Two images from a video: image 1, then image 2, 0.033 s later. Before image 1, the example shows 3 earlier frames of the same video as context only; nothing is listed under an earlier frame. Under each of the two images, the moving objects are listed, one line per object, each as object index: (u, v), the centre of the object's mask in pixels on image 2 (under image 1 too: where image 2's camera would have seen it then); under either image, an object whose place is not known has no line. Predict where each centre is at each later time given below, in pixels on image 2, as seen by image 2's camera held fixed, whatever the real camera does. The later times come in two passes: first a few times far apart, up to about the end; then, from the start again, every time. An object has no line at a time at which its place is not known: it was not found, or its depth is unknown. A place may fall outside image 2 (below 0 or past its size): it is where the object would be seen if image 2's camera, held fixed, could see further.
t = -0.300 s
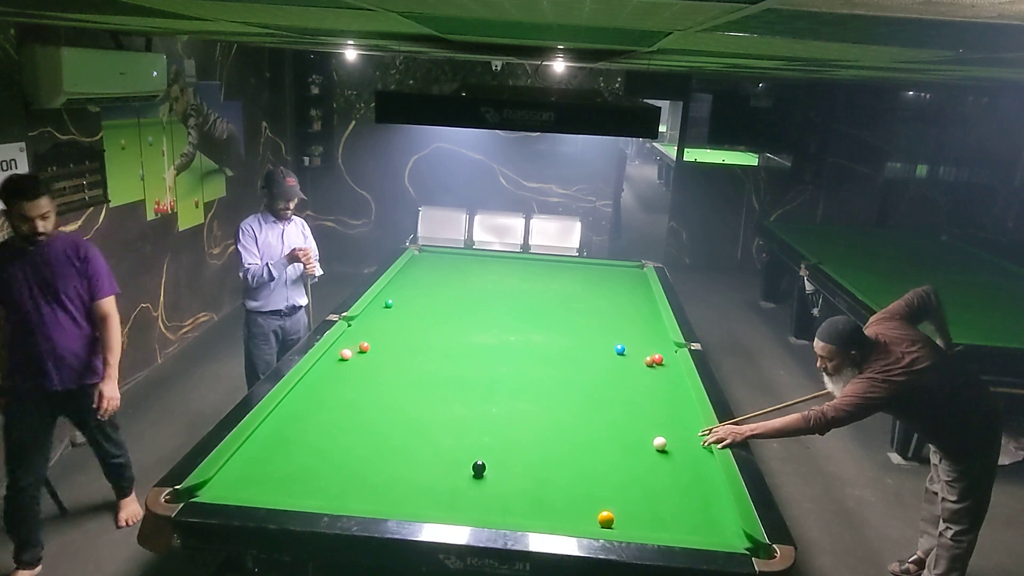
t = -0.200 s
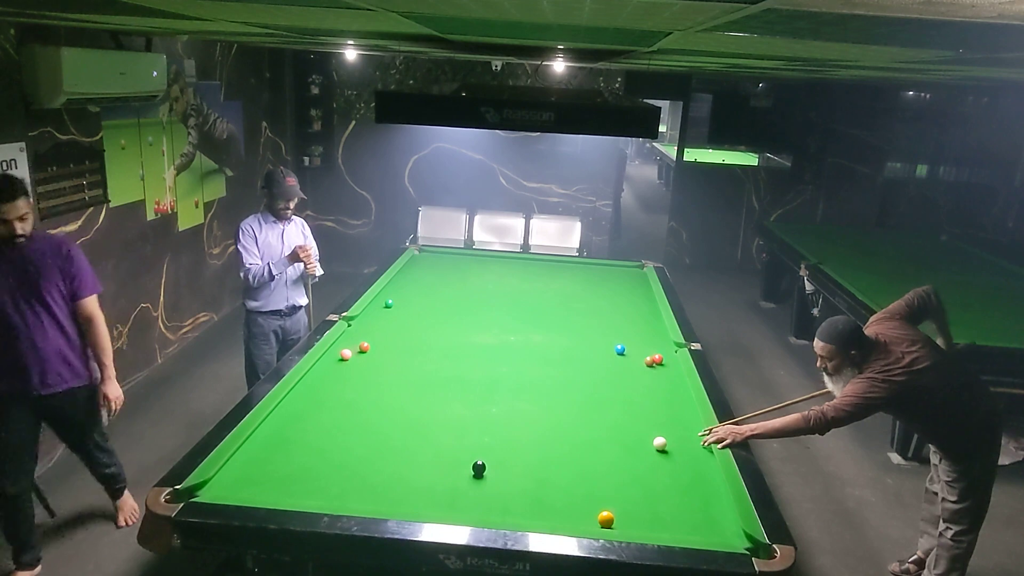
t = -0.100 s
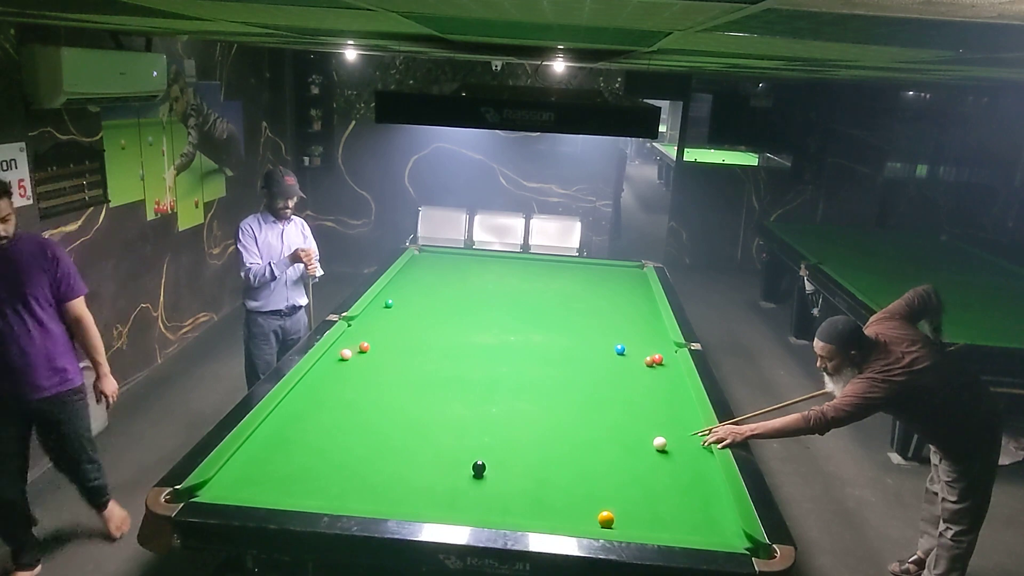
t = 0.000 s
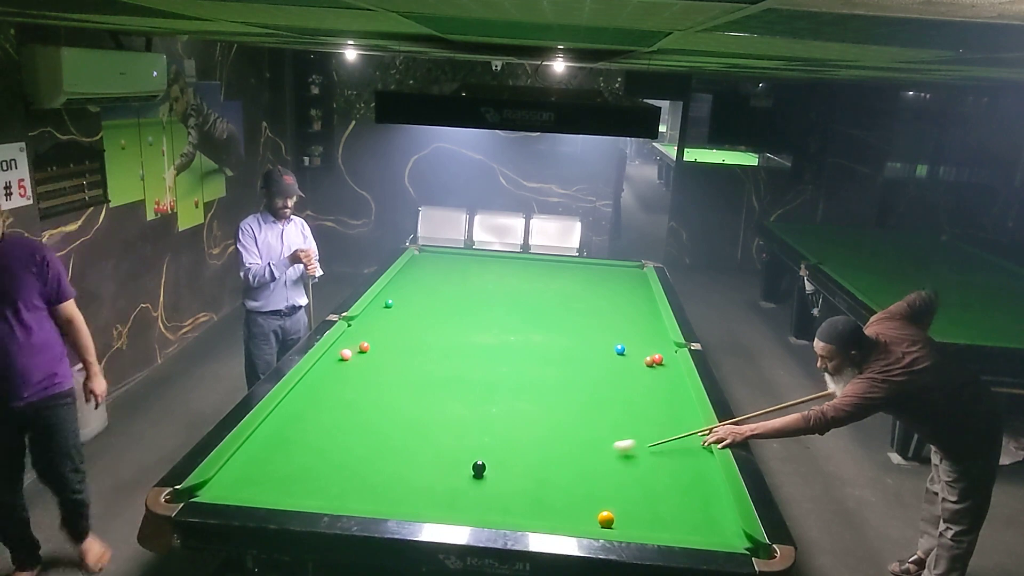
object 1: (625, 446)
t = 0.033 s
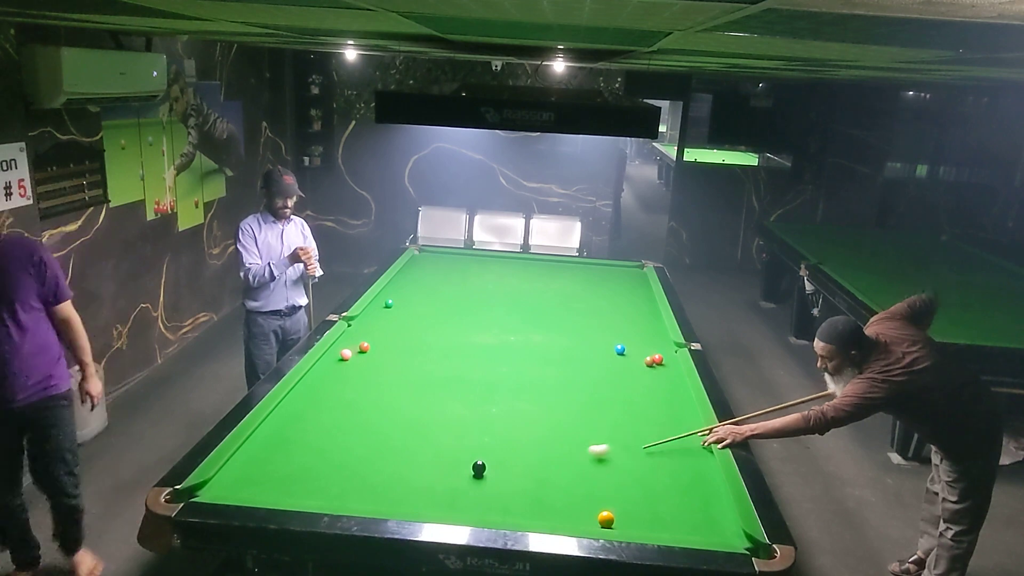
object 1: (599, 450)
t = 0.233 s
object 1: (492, 470)
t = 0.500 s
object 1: (462, 485)
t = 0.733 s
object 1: (429, 500)
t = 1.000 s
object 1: (401, 502)
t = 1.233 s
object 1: (389, 492)
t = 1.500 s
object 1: (377, 480)
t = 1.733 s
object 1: (368, 472)
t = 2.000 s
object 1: (359, 464)
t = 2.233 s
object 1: (352, 458)
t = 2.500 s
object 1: (345, 453)
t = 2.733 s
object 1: (340, 449)
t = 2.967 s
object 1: (336, 446)
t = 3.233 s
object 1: (332, 444)
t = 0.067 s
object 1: (576, 453)
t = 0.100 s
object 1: (550, 457)
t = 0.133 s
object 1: (526, 461)
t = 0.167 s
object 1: (502, 464)
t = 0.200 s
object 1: (493, 468)
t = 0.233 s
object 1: (492, 470)
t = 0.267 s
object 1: (491, 472)
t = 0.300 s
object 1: (489, 474)
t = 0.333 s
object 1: (485, 476)
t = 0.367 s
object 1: (481, 477)
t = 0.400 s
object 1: (476, 480)
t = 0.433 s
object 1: (472, 481)
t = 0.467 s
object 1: (467, 484)
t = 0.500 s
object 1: (462, 485)
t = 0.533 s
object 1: (458, 488)
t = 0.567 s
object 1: (453, 490)
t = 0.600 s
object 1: (448, 492)
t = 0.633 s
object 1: (444, 494)
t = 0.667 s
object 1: (439, 496)
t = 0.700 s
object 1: (434, 498)
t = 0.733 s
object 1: (429, 500)
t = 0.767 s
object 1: (425, 501)
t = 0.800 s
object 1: (420, 503)
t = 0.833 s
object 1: (415, 504)
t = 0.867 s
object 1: (411, 505)
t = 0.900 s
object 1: (407, 505)
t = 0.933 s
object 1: (405, 504)
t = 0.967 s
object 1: (403, 503)
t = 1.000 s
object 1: (401, 502)
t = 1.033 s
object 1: (399, 501)
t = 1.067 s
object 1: (397, 500)
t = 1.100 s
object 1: (396, 498)
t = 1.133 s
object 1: (394, 497)
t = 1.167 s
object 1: (393, 495)
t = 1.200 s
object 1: (391, 493)
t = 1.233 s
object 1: (389, 492)
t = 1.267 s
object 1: (388, 490)
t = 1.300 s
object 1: (386, 489)
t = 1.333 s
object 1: (385, 487)
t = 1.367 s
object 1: (383, 486)
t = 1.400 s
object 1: (382, 484)
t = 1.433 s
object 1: (380, 483)
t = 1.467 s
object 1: (379, 482)
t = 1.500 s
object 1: (377, 480)
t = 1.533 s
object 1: (376, 479)
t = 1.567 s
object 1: (375, 478)
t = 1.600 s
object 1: (373, 477)
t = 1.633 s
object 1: (372, 475)
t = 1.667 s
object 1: (371, 474)
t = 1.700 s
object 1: (369, 473)
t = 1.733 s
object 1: (368, 472)
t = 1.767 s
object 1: (367, 471)
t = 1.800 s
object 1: (366, 470)
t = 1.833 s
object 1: (365, 469)
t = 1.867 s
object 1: (363, 468)
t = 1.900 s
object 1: (362, 467)
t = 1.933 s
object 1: (361, 466)
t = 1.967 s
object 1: (360, 465)
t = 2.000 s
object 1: (359, 464)
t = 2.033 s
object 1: (358, 463)
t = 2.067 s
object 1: (357, 462)
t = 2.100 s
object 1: (356, 461)
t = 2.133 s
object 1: (355, 460)
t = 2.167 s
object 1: (354, 460)
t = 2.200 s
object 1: (353, 459)
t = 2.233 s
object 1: (352, 458)
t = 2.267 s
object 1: (351, 458)
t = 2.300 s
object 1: (350, 457)
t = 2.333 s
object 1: (349, 456)
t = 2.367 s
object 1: (348, 455)
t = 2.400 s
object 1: (347, 455)
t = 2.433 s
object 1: (347, 454)
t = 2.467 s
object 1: (346, 454)
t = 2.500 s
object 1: (345, 453)
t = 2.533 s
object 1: (344, 452)
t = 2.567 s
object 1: (344, 452)
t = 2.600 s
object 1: (343, 451)
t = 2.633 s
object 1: (342, 451)
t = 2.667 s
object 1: (341, 450)
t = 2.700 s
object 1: (341, 450)
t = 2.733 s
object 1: (340, 449)
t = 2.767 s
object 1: (339, 449)
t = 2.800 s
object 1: (339, 448)
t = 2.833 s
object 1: (338, 448)
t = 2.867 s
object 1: (337, 448)
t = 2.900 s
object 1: (337, 447)
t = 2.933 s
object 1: (336, 447)
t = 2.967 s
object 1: (336, 446)
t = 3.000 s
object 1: (335, 446)
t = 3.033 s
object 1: (335, 445)
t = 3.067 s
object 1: (335, 445)
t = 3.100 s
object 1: (334, 445)
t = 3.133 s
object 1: (334, 445)
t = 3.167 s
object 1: (333, 444)
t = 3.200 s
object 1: (333, 444)
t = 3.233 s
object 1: (332, 444)
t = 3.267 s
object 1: (332, 444)
